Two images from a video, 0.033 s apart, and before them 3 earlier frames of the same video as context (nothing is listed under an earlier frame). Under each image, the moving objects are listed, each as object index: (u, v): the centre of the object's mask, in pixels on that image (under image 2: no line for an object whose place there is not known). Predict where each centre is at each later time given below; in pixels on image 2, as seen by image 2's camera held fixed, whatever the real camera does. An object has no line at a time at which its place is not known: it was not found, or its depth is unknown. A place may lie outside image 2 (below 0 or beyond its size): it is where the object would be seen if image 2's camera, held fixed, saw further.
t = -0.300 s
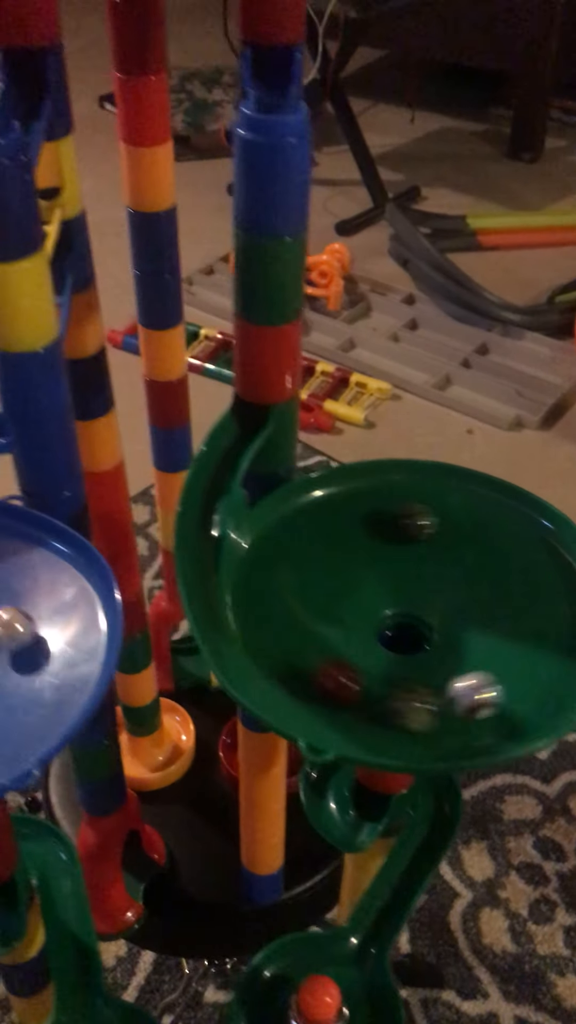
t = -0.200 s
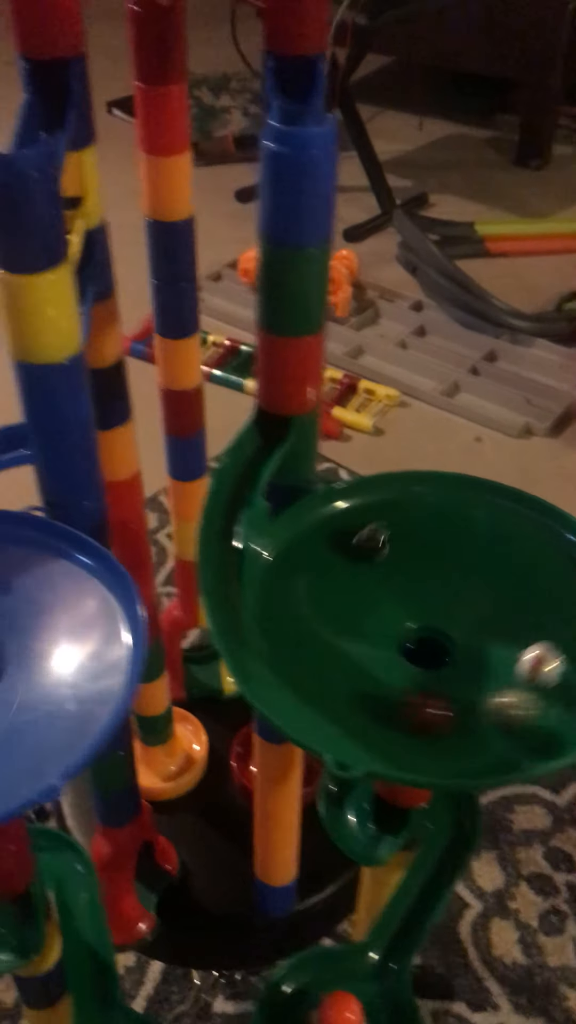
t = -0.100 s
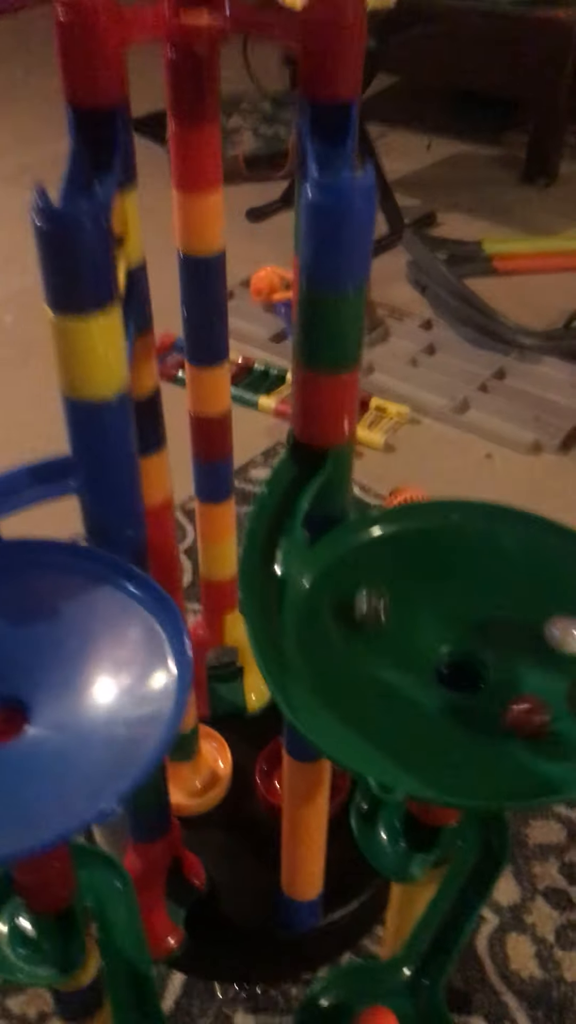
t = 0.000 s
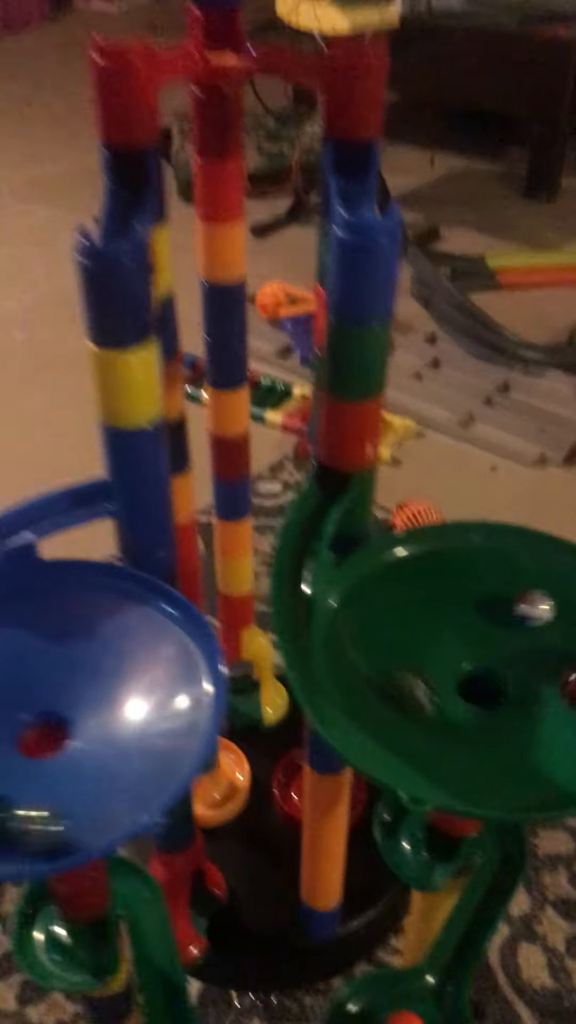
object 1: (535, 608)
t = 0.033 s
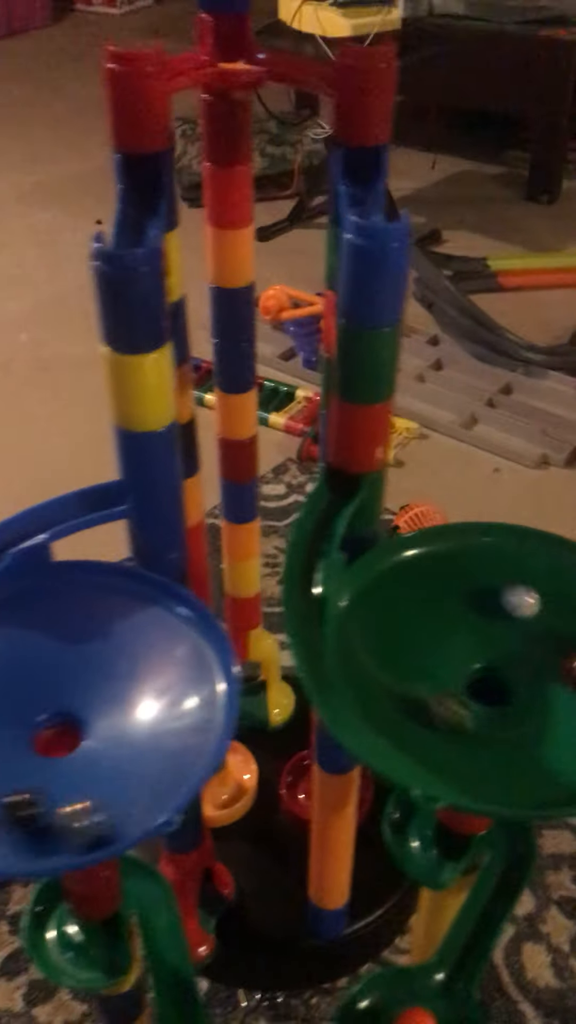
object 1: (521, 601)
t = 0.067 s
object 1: (498, 598)
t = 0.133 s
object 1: (455, 602)
